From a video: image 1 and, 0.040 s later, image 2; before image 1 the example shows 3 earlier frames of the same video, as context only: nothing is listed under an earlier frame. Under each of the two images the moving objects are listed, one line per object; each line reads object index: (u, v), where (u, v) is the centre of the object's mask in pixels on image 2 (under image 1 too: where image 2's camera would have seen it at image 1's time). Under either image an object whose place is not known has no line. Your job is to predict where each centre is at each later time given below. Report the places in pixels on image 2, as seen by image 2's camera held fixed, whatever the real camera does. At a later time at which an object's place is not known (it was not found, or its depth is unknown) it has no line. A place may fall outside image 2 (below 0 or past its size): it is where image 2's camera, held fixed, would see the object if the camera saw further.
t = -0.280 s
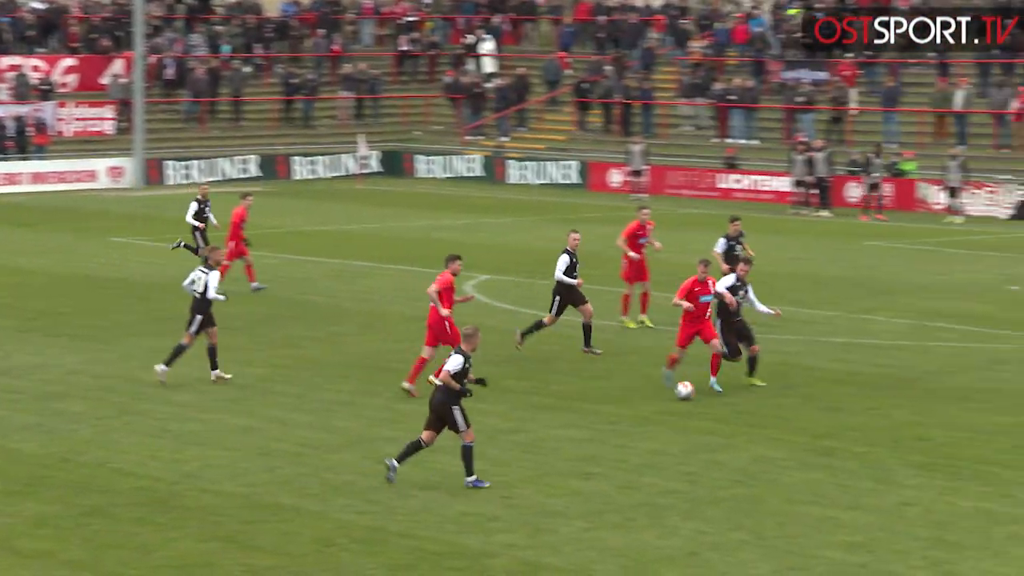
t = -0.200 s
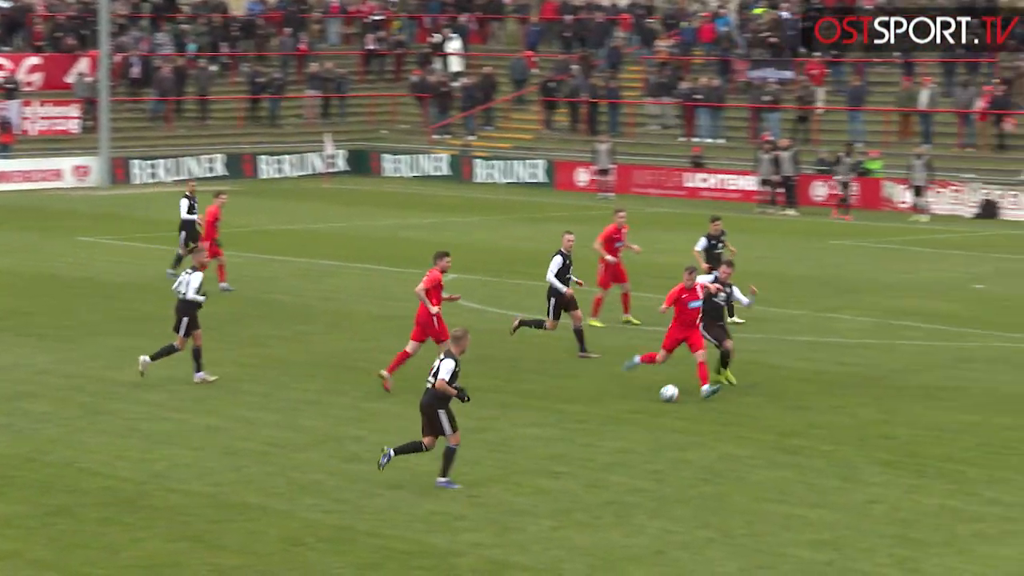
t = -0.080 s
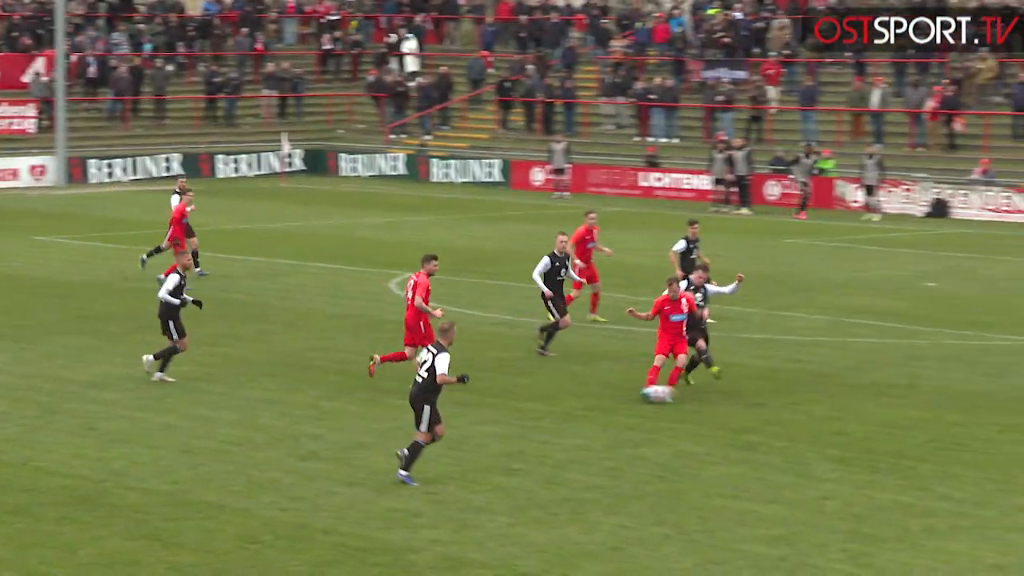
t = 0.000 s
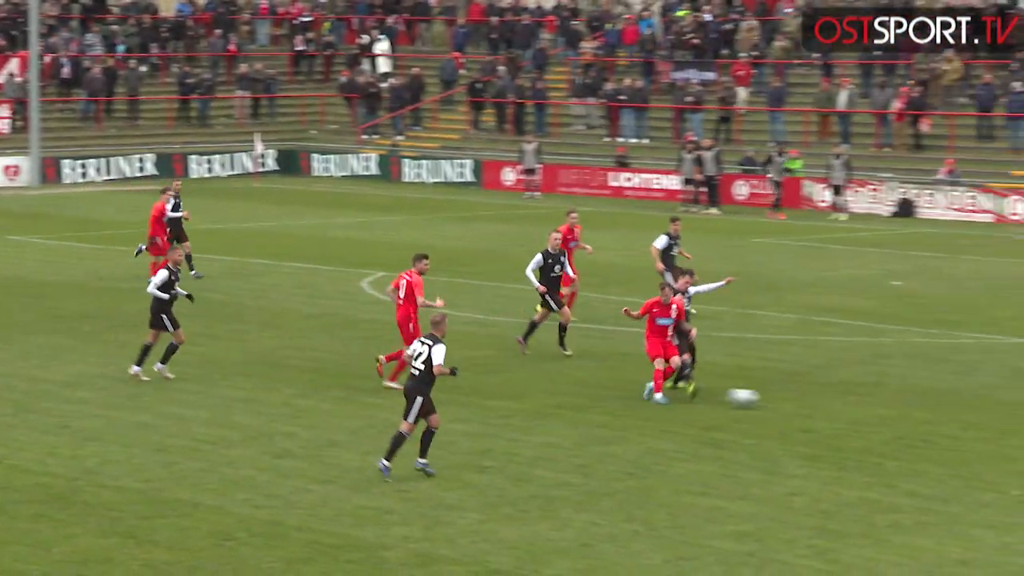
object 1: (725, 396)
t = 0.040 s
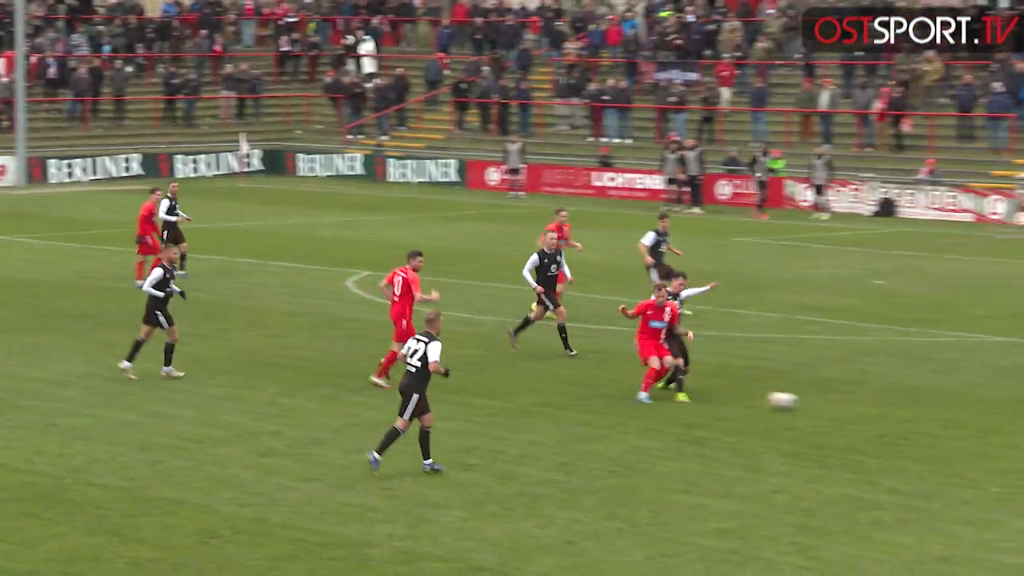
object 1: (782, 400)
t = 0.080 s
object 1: (838, 404)
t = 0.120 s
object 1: (894, 406)
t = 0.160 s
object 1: (948, 409)
